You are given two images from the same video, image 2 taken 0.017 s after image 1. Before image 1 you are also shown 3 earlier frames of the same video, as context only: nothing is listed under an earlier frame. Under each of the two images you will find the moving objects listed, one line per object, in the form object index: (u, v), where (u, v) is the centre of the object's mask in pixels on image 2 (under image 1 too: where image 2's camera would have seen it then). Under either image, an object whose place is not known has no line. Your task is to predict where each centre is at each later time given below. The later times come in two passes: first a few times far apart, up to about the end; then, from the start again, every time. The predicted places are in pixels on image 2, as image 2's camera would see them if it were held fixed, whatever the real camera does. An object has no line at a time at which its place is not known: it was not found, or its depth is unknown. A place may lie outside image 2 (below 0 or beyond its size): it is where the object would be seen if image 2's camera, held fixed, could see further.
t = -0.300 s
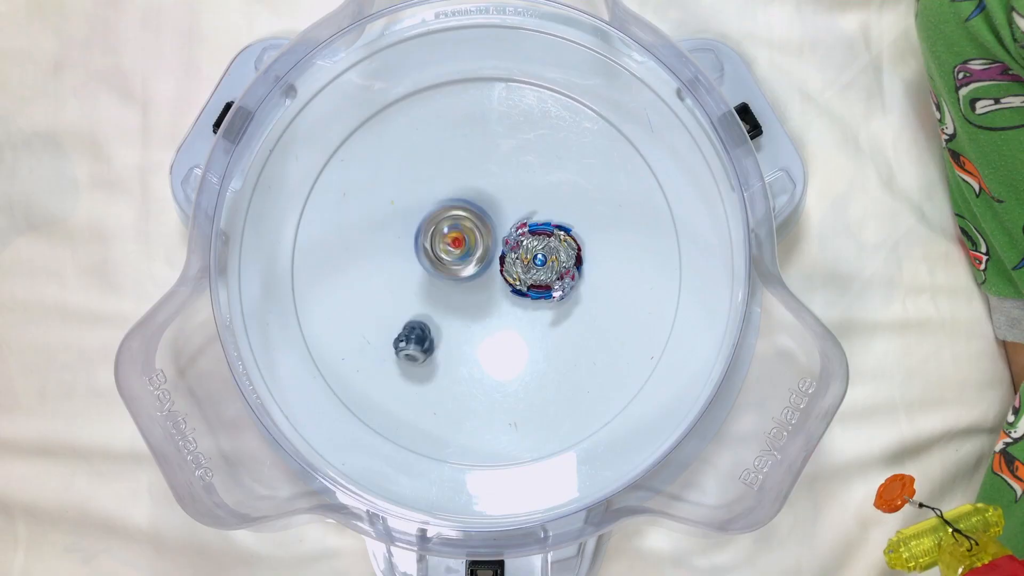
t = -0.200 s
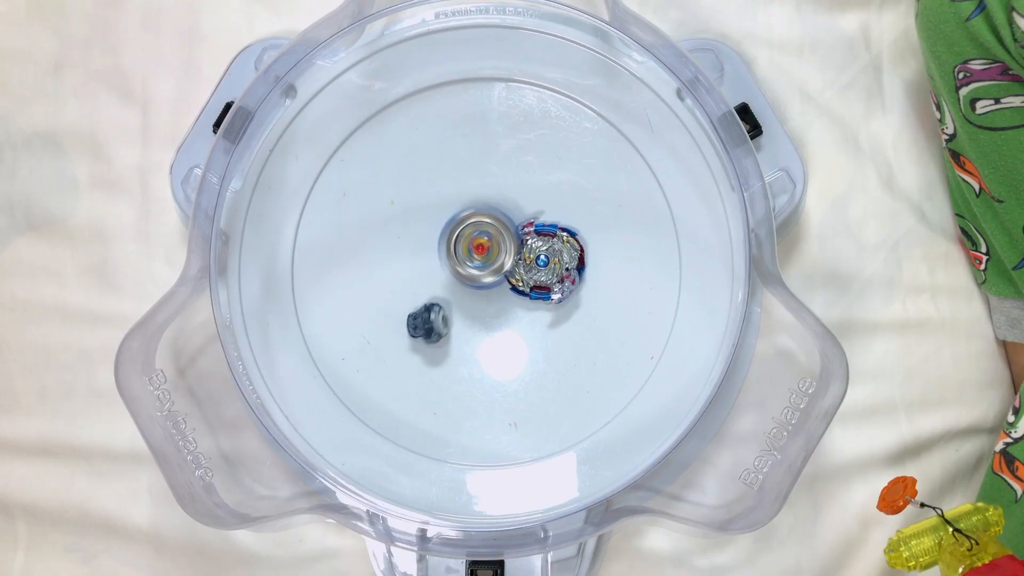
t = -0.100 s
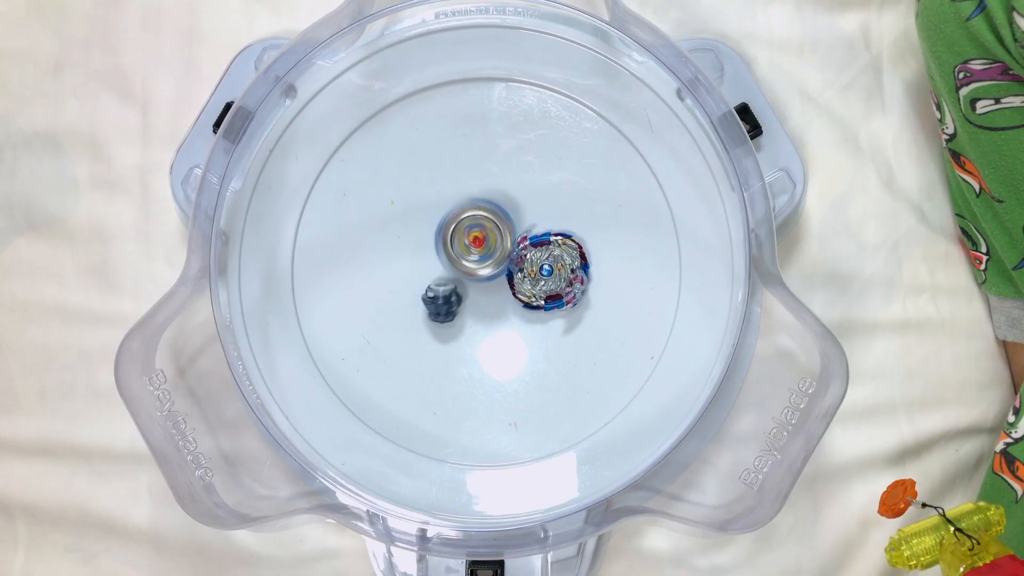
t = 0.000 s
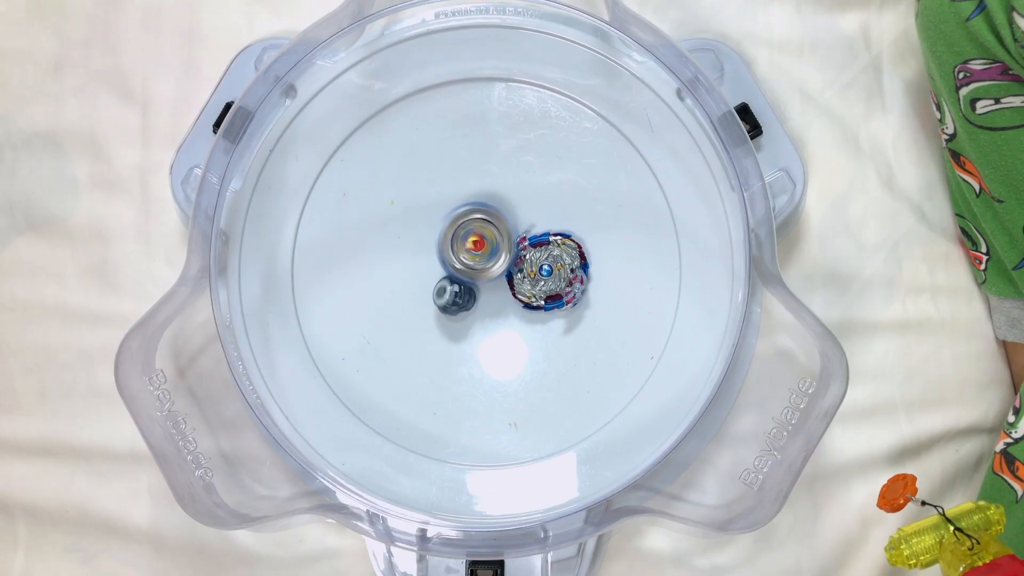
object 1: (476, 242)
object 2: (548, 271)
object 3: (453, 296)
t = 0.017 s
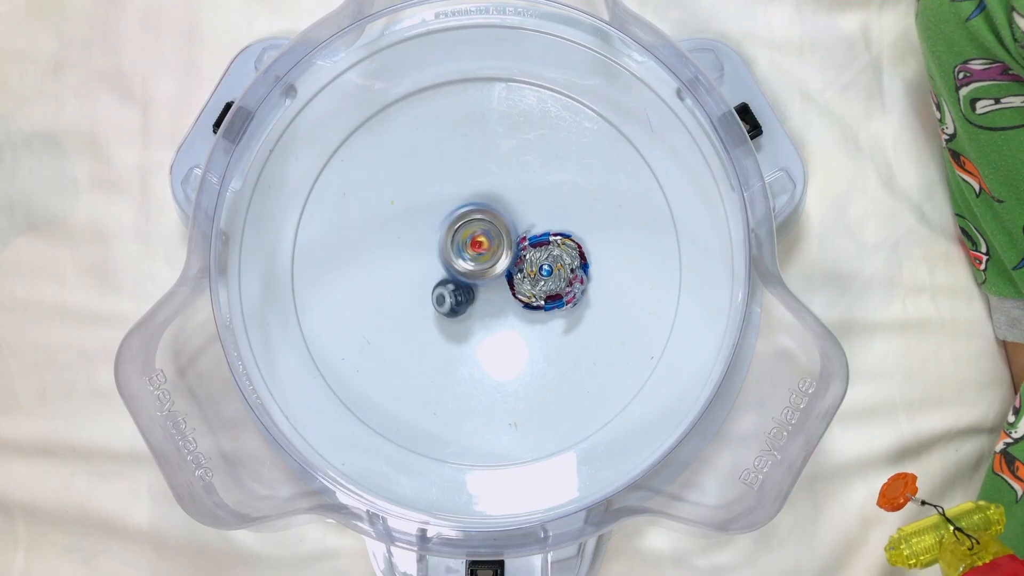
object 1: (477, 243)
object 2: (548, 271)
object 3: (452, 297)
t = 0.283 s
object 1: (471, 248)
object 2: (548, 273)
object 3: (455, 306)
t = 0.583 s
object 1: (477, 256)
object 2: (550, 274)
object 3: (451, 306)
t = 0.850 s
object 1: (452, 233)
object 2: (551, 280)
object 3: (420, 327)
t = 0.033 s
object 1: (478, 243)
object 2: (548, 271)
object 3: (451, 299)
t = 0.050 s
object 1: (479, 243)
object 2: (549, 272)
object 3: (451, 300)
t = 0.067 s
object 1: (480, 244)
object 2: (549, 272)
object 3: (451, 302)
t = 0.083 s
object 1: (479, 243)
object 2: (548, 272)
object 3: (451, 304)
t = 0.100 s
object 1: (479, 243)
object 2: (548, 272)
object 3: (450, 305)
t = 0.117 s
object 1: (479, 244)
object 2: (548, 272)
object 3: (450, 306)
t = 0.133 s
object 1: (478, 243)
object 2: (549, 272)
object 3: (450, 307)
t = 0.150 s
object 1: (477, 243)
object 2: (549, 273)
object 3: (451, 307)
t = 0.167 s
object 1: (476, 243)
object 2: (549, 273)
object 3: (452, 307)
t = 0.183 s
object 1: (475, 243)
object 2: (549, 273)
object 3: (452, 307)
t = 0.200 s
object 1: (474, 243)
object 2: (549, 273)
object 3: (453, 306)
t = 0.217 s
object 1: (473, 244)
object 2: (548, 273)
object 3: (453, 306)
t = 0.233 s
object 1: (472, 245)
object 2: (548, 273)
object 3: (453, 307)
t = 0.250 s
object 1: (471, 246)
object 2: (548, 273)
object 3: (454, 306)
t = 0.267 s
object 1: (471, 247)
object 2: (548, 273)
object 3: (455, 306)
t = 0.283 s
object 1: (471, 248)
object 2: (548, 273)
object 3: (455, 306)
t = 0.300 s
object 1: (471, 250)
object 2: (549, 273)
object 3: (457, 306)
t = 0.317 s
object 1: (471, 251)
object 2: (549, 273)
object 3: (457, 307)
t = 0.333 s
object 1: (473, 252)
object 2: (548, 273)
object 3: (454, 308)
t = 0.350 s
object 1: (473, 254)
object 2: (548, 273)
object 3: (453, 309)
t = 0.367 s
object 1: (475, 254)
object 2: (549, 273)
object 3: (450, 309)
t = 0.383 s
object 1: (476, 254)
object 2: (550, 273)
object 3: (445, 312)
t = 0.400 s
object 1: (478, 255)
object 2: (550, 274)
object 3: (443, 313)
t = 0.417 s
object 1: (479, 255)
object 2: (551, 274)
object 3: (441, 312)
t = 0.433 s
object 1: (478, 255)
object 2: (550, 274)
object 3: (439, 312)
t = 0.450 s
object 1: (478, 254)
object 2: (551, 274)
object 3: (439, 312)
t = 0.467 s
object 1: (479, 255)
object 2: (551, 274)
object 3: (439, 313)
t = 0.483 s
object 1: (479, 254)
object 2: (551, 275)
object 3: (440, 312)
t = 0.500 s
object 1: (477, 254)
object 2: (550, 274)
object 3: (441, 312)
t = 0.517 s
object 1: (477, 254)
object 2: (550, 274)
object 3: (443, 311)
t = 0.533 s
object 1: (476, 255)
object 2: (550, 274)
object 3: (445, 310)
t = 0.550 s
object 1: (477, 256)
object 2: (551, 274)
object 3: (448, 309)
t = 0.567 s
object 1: (476, 256)
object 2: (550, 274)
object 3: (449, 308)
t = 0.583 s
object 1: (477, 256)
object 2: (550, 274)
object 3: (451, 306)
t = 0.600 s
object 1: (477, 257)
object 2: (550, 274)
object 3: (452, 306)
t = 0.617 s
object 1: (478, 258)
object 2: (551, 274)
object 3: (450, 306)
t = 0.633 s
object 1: (479, 256)
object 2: (551, 275)
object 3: (445, 309)
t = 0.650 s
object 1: (479, 254)
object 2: (552, 276)
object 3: (439, 312)
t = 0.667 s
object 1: (479, 250)
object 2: (552, 277)
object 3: (434, 316)
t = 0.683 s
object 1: (478, 247)
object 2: (552, 278)
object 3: (427, 322)
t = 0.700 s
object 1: (474, 244)
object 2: (552, 279)
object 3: (423, 324)
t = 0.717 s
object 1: (472, 240)
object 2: (552, 280)
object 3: (419, 327)
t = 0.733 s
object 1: (468, 238)
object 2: (552, 280)
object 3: (417, 328)
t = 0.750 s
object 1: (465, 237)
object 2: (551, 280)
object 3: (415, 329)
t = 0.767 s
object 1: (462, 233)
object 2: (551, 280)
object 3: (415, 329)
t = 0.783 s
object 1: (459, 233)
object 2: (551, 280)
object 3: (416, 329)
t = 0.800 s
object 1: (458, 232)
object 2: (551, 280)
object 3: (417, 328)
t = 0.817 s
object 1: (456, 231)
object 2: (551, 280)
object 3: (418, 327)
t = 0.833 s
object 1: (454, 233)
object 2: (551, 280)
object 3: (419, 327)
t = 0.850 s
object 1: (452, 233)
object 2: (551, 280)
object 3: (420, 327)
